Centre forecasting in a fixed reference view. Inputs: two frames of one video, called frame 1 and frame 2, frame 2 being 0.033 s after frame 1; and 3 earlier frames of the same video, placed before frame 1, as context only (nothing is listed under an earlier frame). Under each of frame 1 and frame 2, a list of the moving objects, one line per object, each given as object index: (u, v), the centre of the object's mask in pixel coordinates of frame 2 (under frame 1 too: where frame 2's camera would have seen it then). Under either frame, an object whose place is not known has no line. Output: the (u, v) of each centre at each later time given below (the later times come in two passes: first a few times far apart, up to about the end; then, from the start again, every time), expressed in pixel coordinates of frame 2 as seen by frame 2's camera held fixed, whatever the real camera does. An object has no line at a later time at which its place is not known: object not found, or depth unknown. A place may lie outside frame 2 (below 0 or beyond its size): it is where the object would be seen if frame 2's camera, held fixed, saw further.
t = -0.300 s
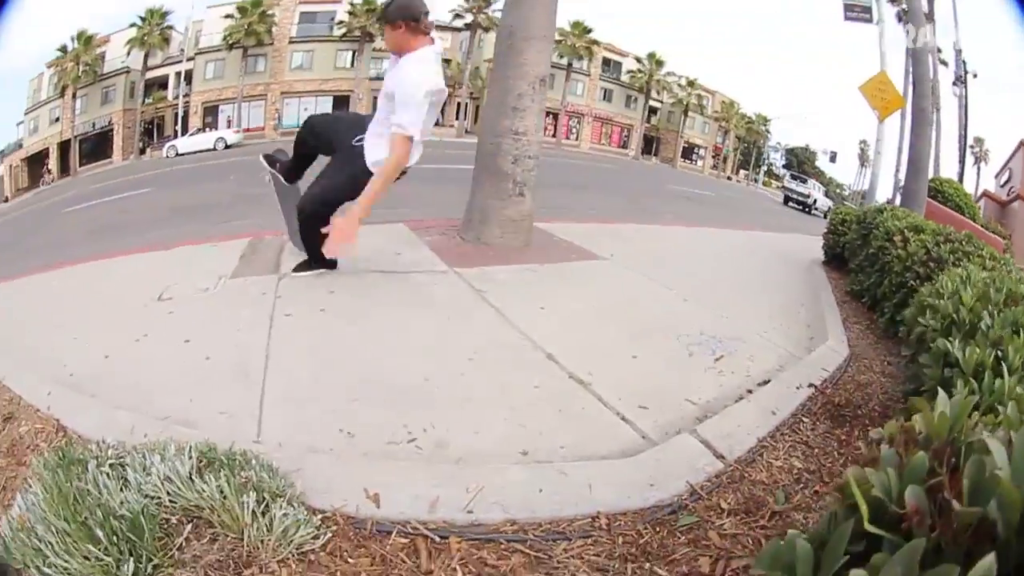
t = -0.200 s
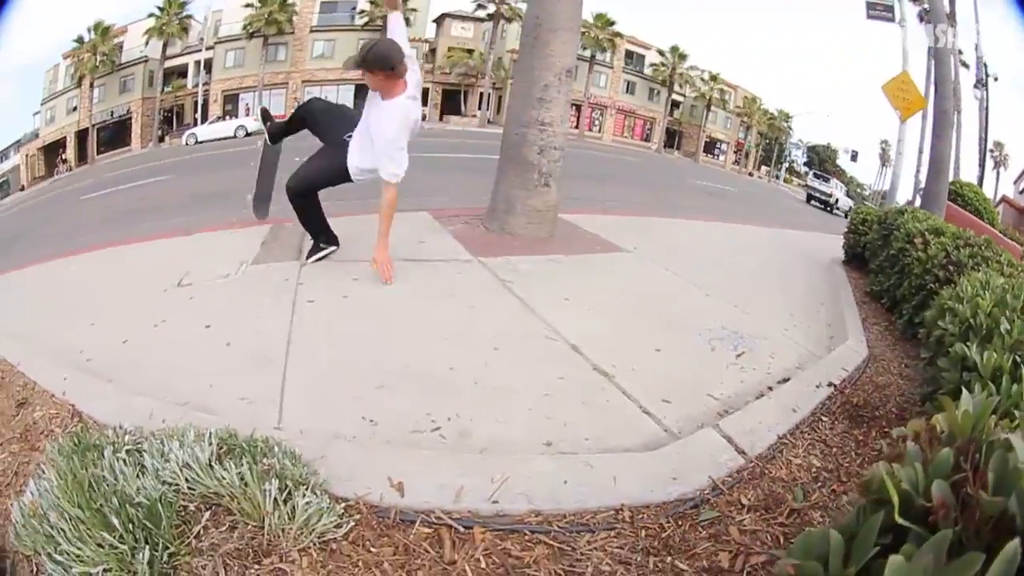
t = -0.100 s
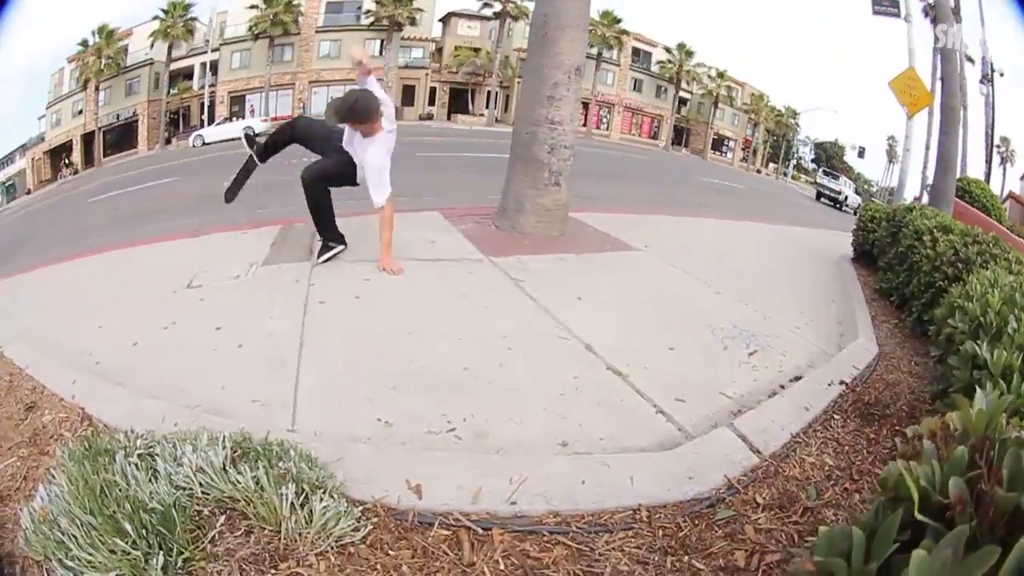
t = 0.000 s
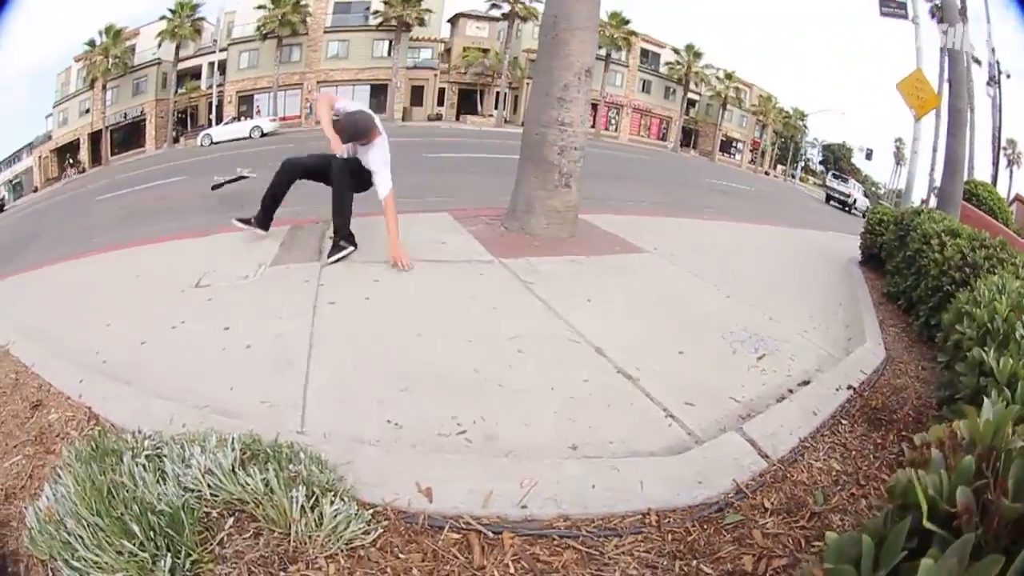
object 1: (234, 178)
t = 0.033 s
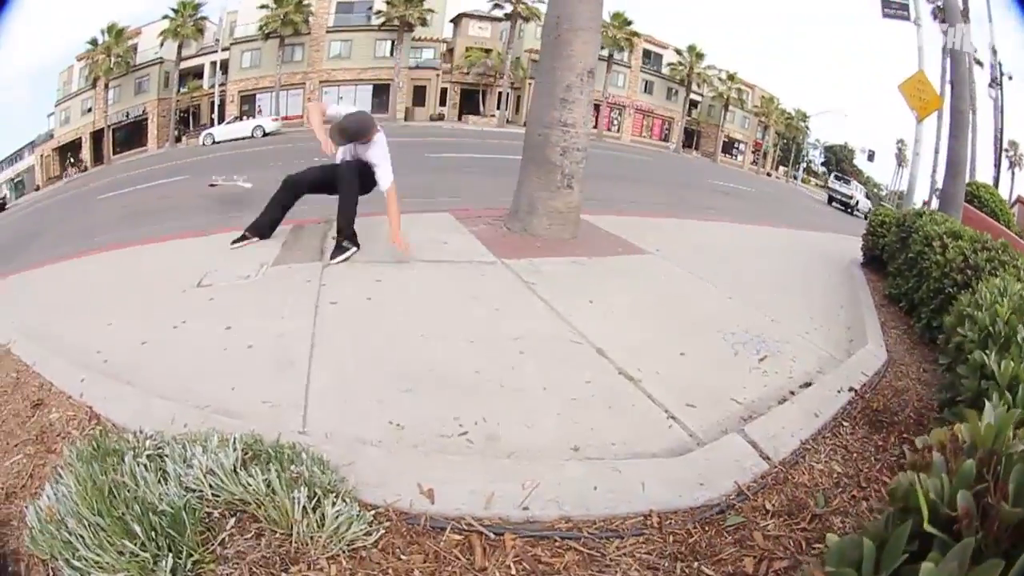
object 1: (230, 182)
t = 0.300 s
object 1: (200, 171)
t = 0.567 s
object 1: (183, 172)
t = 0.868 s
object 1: (173, 171)
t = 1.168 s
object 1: (165, 171)
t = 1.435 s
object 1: (161, 170)
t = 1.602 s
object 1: (159, 170)
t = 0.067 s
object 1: (226, 189)
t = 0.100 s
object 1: (221, 191)
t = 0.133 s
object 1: (217, 189)
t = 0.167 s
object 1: (214, 185)
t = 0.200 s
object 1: (210, 182)
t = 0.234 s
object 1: (207, 177)
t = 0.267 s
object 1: (203, 173)
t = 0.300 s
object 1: (200, 171)
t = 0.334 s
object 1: (197, 169)
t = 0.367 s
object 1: (194, 168)
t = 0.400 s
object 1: (192, 167)
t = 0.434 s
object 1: (190, 168)
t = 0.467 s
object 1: (188, 168)
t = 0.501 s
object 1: (186, 170)
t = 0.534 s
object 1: (184, 171)
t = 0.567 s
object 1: (183, 172)
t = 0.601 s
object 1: (181, 173)
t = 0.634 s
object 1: (180, 175)
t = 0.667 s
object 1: (179, 175)
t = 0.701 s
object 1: (178, 175)
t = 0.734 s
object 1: (177, 173)
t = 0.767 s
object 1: (176, 172)
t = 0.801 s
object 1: (174, 171)
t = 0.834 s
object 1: (174, 171)
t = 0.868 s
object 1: (173, 171)
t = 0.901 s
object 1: (172, 171)
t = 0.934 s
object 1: (171, 172)
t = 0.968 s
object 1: (170, 172)
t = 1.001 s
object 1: (168, 172)
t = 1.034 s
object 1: (167, 172)
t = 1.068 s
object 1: (167, 172)
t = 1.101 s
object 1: (167, 172)
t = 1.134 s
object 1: (166, 171)
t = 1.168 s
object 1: (165, 171)
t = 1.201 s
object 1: (165, 170)
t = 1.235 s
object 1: (164, 171)
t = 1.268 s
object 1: (164, 170)
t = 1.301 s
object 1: (164, 171)
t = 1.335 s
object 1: (162, 171)
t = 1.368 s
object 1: (162, 171)
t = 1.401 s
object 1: (161, 171)
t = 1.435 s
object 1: (161, 170)
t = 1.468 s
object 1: (161, 170)
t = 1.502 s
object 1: (161, 170)
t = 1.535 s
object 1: (161, 170)
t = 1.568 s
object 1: (160, 170)
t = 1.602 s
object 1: (159, 170)
